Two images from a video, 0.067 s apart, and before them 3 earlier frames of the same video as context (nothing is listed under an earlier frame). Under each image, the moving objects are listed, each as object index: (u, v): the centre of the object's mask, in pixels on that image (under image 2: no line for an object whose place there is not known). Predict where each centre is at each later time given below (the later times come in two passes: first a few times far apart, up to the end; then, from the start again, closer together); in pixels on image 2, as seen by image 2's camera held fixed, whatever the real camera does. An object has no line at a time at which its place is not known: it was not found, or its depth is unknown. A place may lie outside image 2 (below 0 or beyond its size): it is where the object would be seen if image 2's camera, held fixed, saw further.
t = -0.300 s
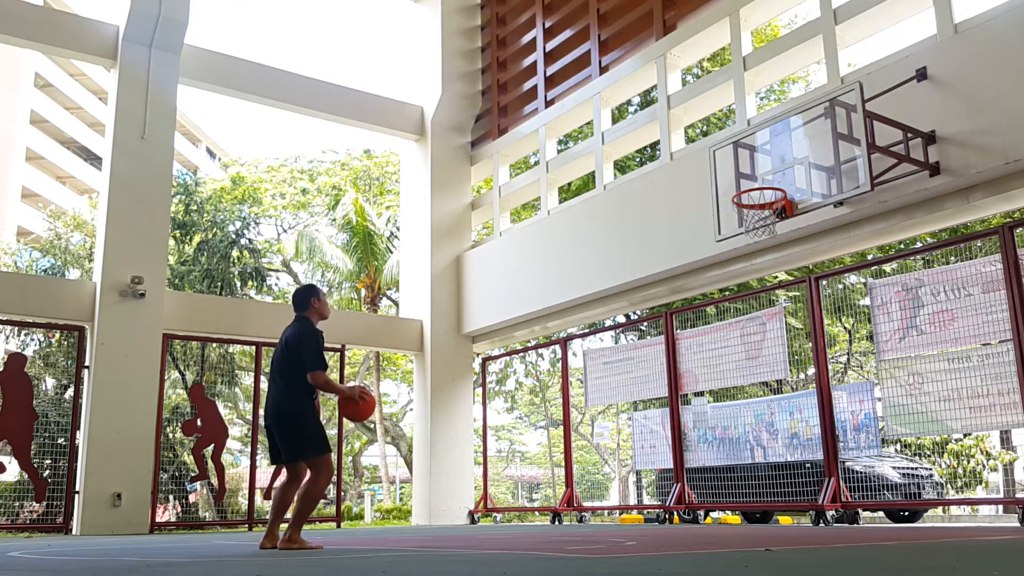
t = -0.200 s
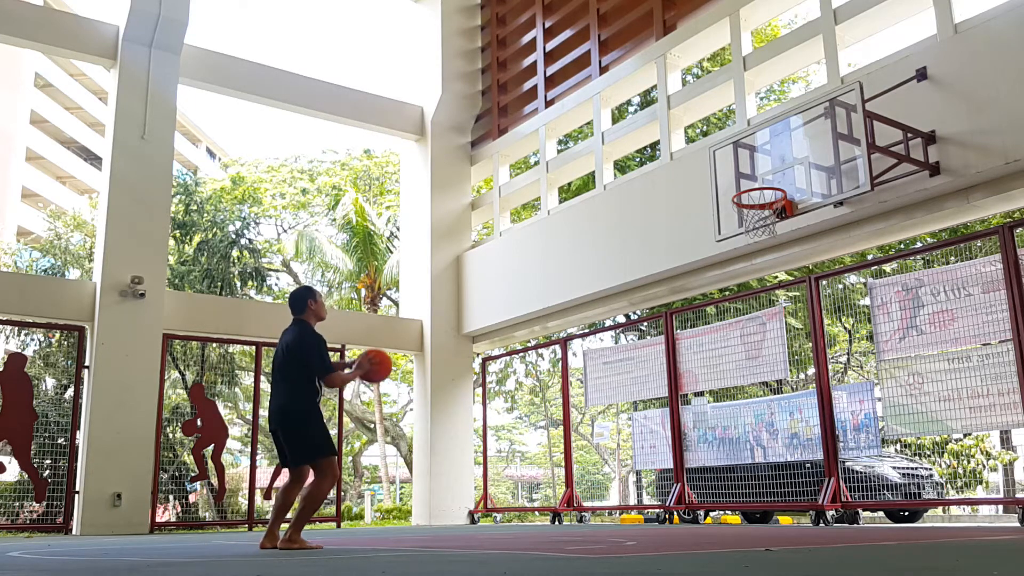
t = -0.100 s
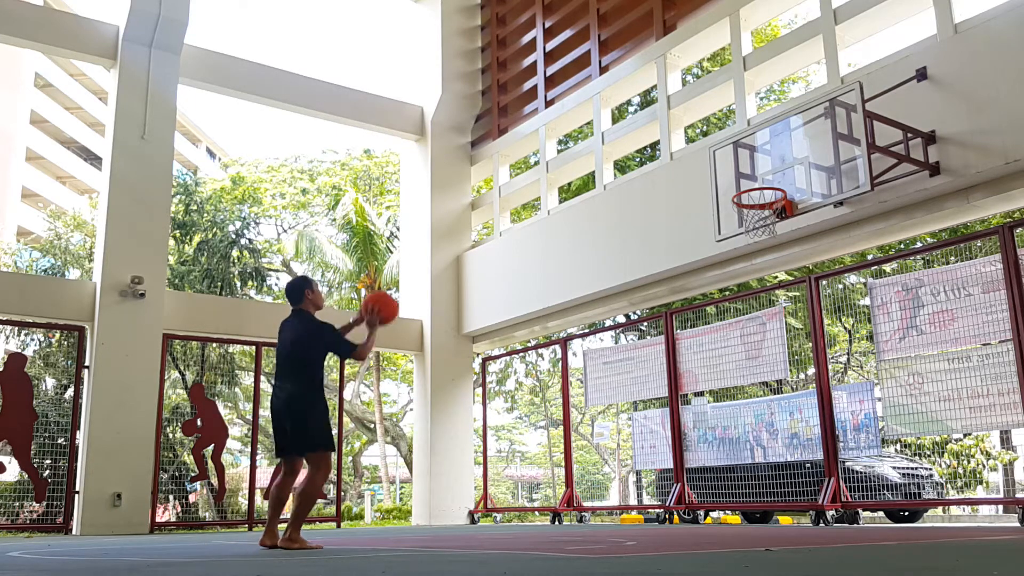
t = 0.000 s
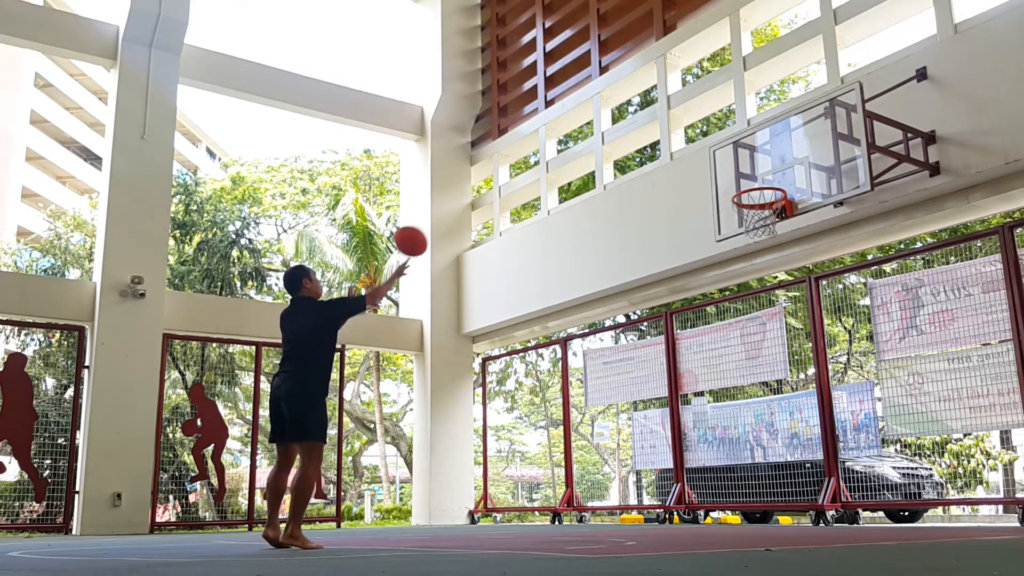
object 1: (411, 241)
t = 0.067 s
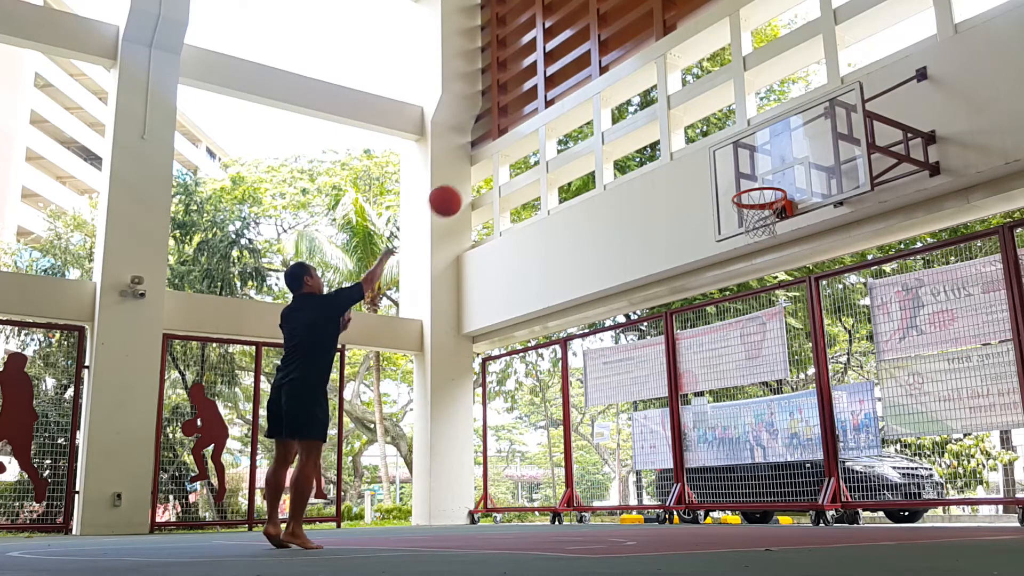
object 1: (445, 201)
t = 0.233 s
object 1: (521, 134)
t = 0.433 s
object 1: (599, 104)
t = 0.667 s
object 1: (681, 123)
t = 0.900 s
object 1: (750, 179)
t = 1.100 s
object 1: (777, 181)
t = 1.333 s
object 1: (755, 166)
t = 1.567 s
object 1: (751, 181)
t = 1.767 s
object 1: (765, 188)
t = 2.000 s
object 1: (751, 185)
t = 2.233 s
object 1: (765, 209)
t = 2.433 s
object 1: (767, 244)
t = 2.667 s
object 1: (772, 336)
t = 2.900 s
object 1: (783, 498)
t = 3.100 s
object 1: (762, 408)
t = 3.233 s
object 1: (745, 345)
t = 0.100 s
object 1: (461, 184)
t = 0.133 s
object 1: (477, 169)
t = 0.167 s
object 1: (492, 155)
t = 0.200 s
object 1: (507, 144)
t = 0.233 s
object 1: (521, 134)
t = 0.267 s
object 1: (535, 125)
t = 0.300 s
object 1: (548, 118)
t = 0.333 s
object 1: (561, 112)
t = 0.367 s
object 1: (574, 108)
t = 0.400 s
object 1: (587, 105)
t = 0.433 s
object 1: (599, 104)
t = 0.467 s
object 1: (611, 103)
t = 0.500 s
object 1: (624, 104)
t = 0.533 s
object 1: (636, 106)
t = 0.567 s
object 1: (647, 109)
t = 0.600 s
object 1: (658, 112)
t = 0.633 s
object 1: (670, 117)
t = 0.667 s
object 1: (681, 123)
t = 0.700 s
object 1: (692, 131)
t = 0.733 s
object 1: (703, 139)
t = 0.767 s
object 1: (713, 148)
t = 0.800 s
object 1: (724, 158)
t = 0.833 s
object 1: (735, 169)
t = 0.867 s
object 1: (745, 180)
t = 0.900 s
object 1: (750, 179)
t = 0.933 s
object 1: (755, 179)
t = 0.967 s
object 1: (760, 181)
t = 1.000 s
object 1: (766, 183)
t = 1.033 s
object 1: (771, 186)
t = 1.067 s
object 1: (775, 186)
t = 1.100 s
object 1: (777, 181)
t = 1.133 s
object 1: (774, 176)
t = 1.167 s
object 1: (771, 172)
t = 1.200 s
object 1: (767, 169)
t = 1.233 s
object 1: (764, 167)
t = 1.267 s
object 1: (761, 165)
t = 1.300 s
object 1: (758, 165)
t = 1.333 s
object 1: (755, 166)
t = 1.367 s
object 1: (752, 168)
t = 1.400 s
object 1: (749, 171)
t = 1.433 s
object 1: (747, 175)
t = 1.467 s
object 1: (744, 179)
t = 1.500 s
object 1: (743, 182)
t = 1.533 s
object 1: (747, 181)
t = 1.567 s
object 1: (751, 181)
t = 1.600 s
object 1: (755, 181)
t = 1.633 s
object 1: (758, 182)
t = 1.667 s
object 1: (762, 185)
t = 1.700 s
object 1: (766, 189)
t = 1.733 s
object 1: (769, 192)
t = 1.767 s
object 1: (765, 188)
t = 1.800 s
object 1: (761, 186)
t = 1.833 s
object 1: (758, 184)
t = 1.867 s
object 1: (755, 184)
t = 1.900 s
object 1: (751, 185)
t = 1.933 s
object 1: (748, 186)
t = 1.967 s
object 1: (750, 185)
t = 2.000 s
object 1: (751, 185)
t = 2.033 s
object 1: (754, 186)
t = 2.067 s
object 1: (756, 187)
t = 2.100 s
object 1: (758, 190)
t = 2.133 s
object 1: (761, 195)
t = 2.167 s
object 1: (763, 199)
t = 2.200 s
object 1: (765, 204)
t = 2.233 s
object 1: (765, 209)
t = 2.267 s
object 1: (766, 214)
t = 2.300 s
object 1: (767, 218)
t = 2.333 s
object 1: (767, 224)
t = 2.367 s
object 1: (767, 230)
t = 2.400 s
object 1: (767, 237)
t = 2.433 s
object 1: (767, 244)
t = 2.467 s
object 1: (768, 254)
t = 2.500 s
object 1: (768, 264)
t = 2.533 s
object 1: (769, 276)
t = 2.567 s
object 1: (769, 288)
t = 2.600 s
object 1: (770, 303)
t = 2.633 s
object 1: (771, 318)
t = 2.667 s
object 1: (772, 336)
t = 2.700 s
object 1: (773, 354)
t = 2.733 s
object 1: (774, 374)
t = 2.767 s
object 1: (776, 395)
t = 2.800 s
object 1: (778, 418)
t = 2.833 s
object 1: (780, 443)
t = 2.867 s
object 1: (782, 469)
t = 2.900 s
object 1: (783, 498)
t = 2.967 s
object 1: (778, 492)
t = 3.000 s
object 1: (774, 469)
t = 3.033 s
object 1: (770, 448)
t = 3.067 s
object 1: (766, 427)
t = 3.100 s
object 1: (762, 408)
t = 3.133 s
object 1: (758, 390)
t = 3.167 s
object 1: (754, 374)
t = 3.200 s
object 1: (749, 359)
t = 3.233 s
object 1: (745, 345)
